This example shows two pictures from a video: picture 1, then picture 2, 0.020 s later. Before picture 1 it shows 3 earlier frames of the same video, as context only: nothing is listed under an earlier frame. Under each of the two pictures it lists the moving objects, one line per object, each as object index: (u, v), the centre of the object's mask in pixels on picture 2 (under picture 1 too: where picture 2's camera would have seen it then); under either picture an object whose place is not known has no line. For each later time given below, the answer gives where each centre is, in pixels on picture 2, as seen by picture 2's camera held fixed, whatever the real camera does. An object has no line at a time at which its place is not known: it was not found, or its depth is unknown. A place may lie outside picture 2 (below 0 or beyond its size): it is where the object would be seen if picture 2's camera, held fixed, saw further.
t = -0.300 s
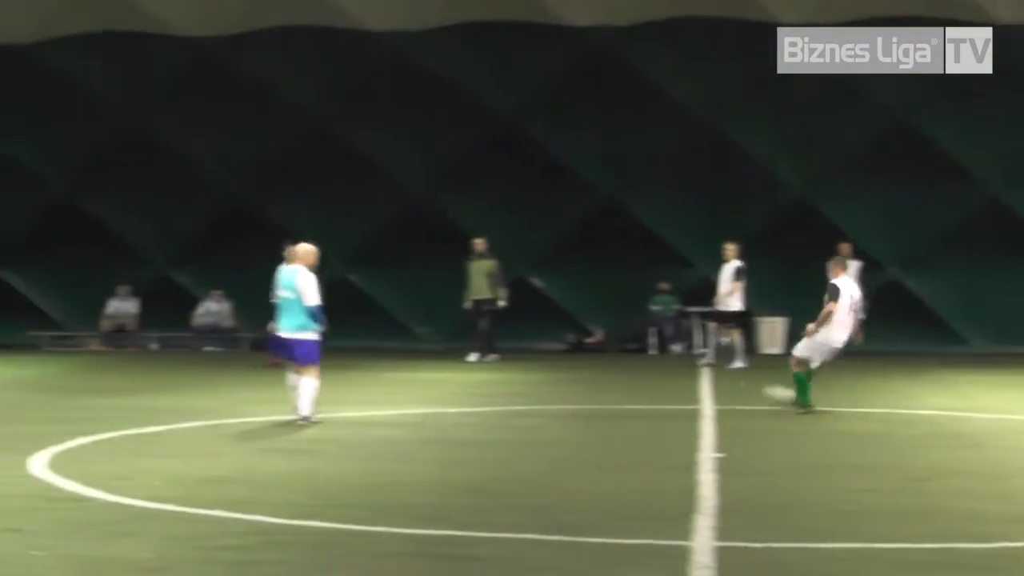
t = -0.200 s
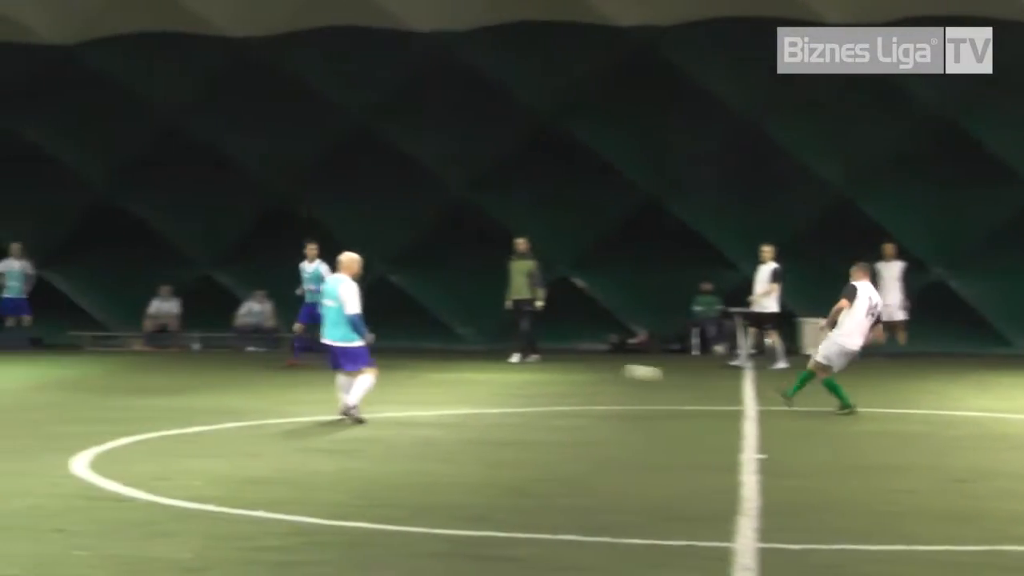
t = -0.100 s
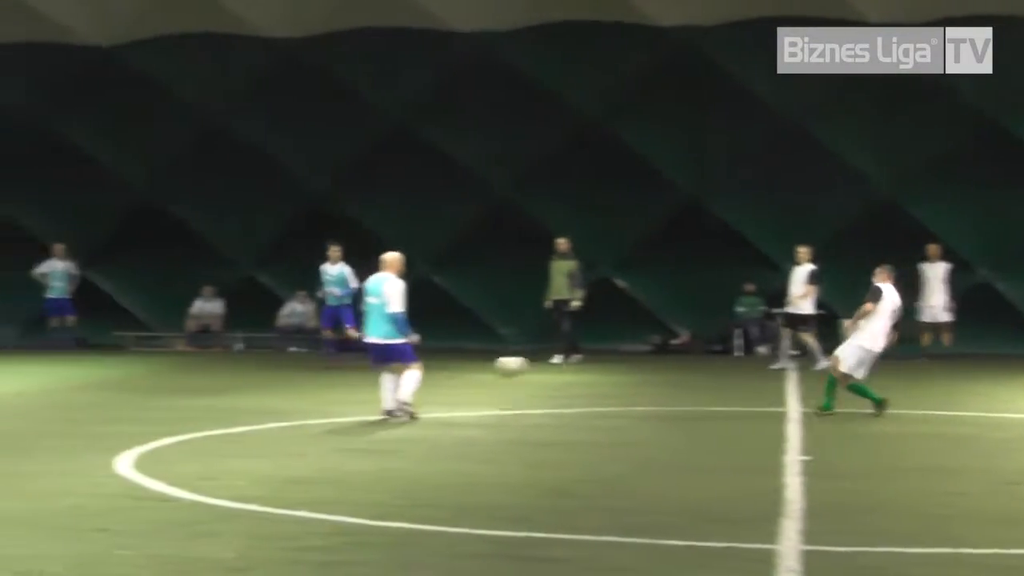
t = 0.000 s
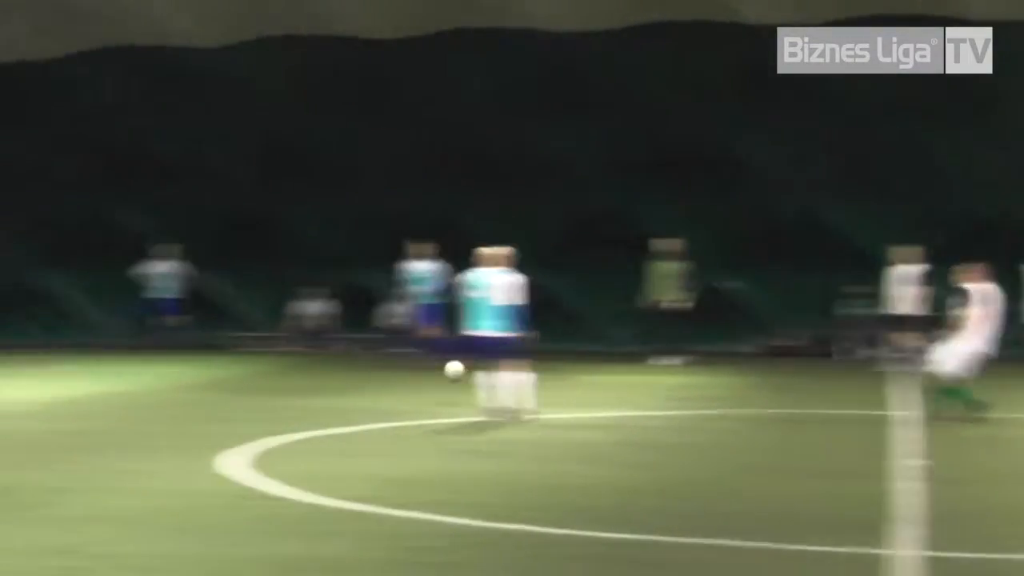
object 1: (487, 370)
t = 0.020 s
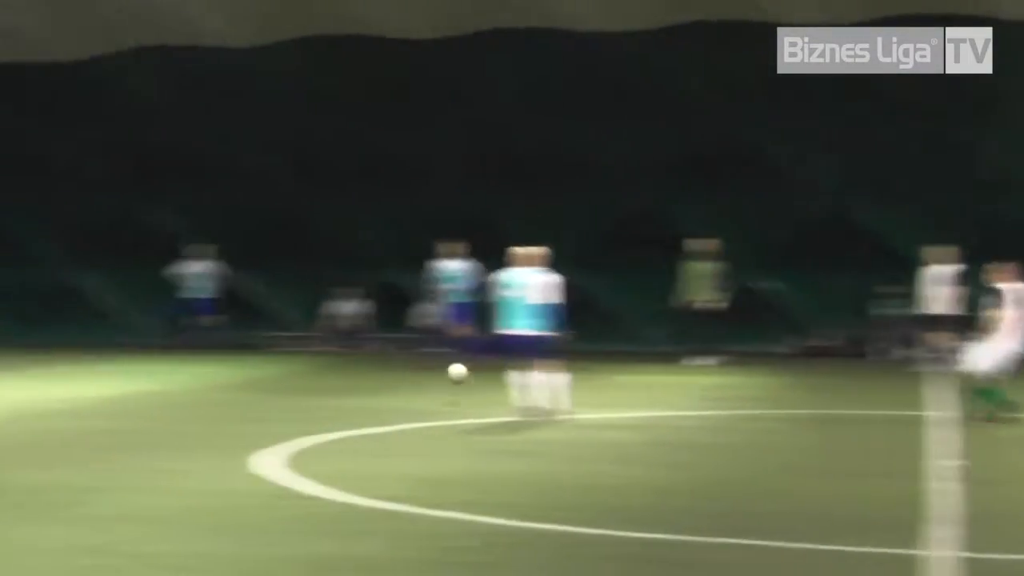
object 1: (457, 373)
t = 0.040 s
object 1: (427, 376)
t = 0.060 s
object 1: (398, 379)
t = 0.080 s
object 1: (369, 382)
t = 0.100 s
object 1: (339, 387)
